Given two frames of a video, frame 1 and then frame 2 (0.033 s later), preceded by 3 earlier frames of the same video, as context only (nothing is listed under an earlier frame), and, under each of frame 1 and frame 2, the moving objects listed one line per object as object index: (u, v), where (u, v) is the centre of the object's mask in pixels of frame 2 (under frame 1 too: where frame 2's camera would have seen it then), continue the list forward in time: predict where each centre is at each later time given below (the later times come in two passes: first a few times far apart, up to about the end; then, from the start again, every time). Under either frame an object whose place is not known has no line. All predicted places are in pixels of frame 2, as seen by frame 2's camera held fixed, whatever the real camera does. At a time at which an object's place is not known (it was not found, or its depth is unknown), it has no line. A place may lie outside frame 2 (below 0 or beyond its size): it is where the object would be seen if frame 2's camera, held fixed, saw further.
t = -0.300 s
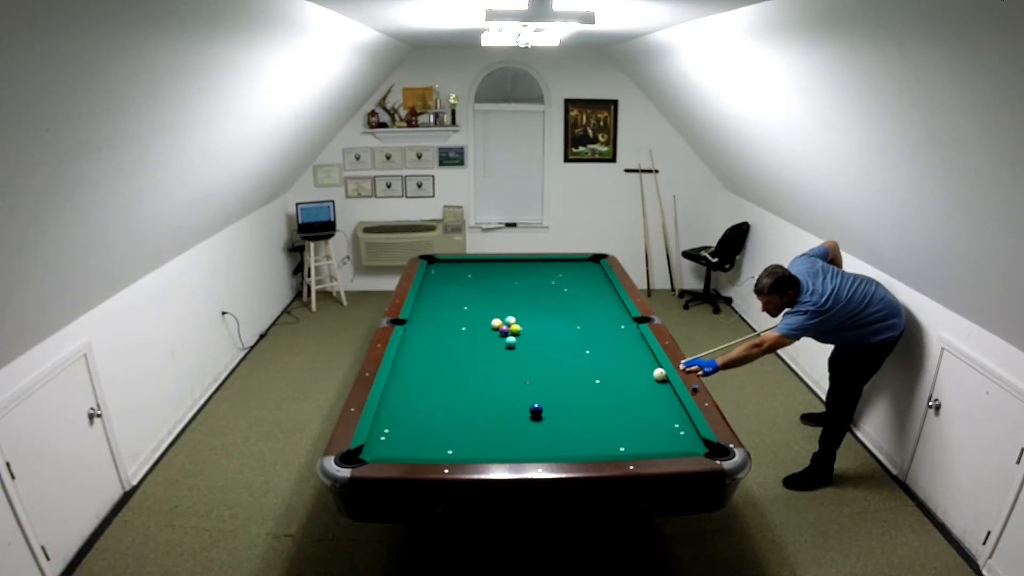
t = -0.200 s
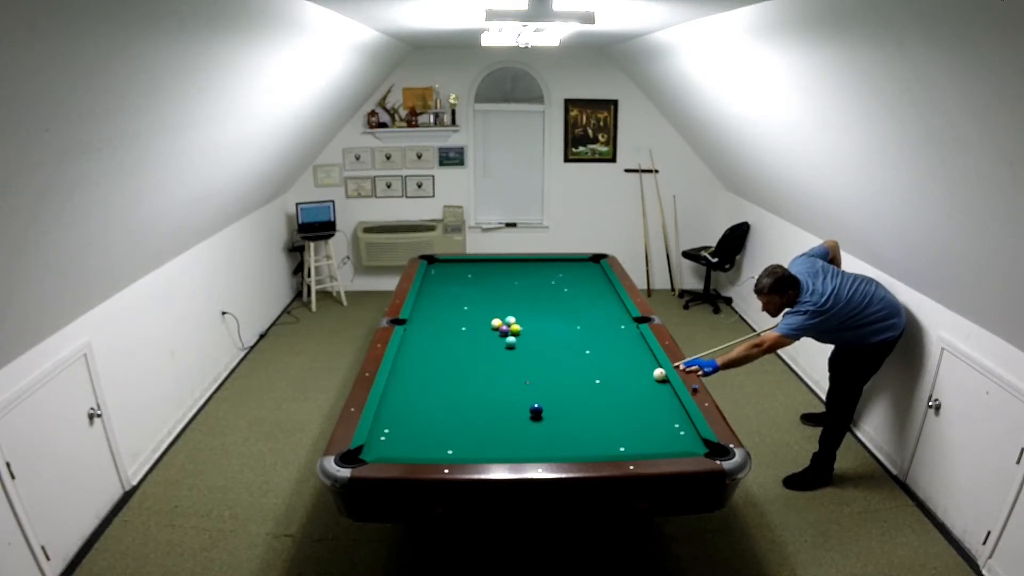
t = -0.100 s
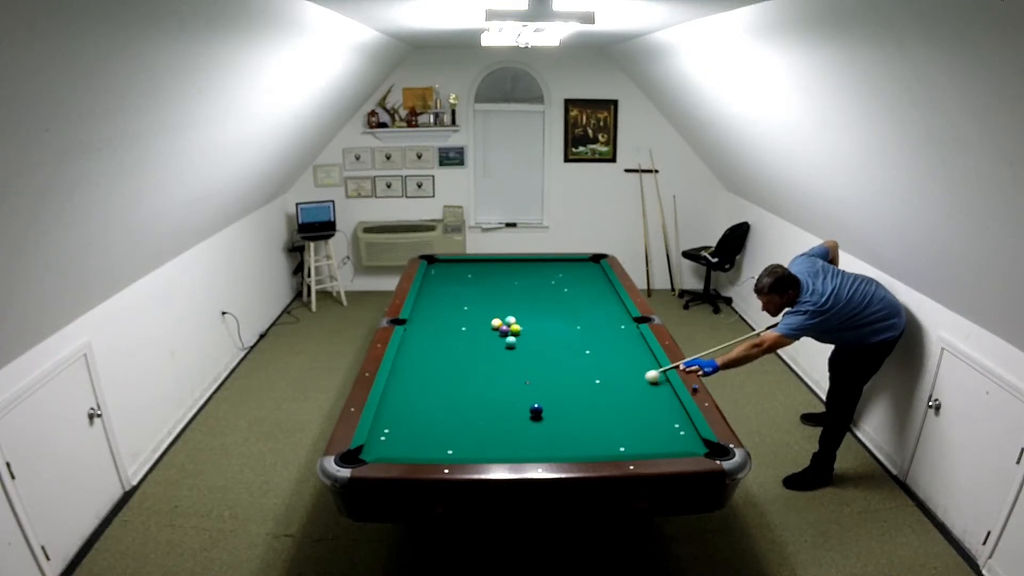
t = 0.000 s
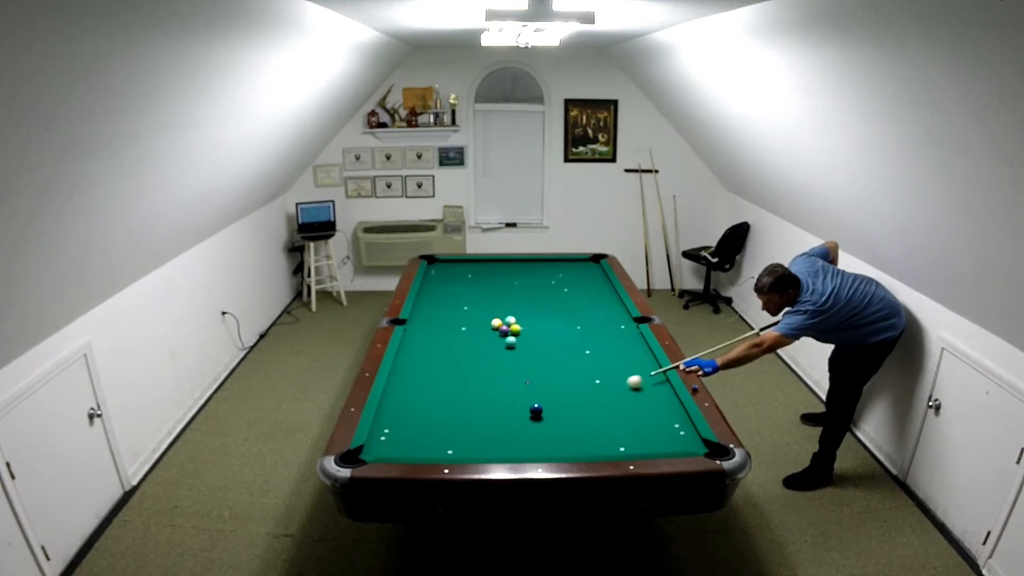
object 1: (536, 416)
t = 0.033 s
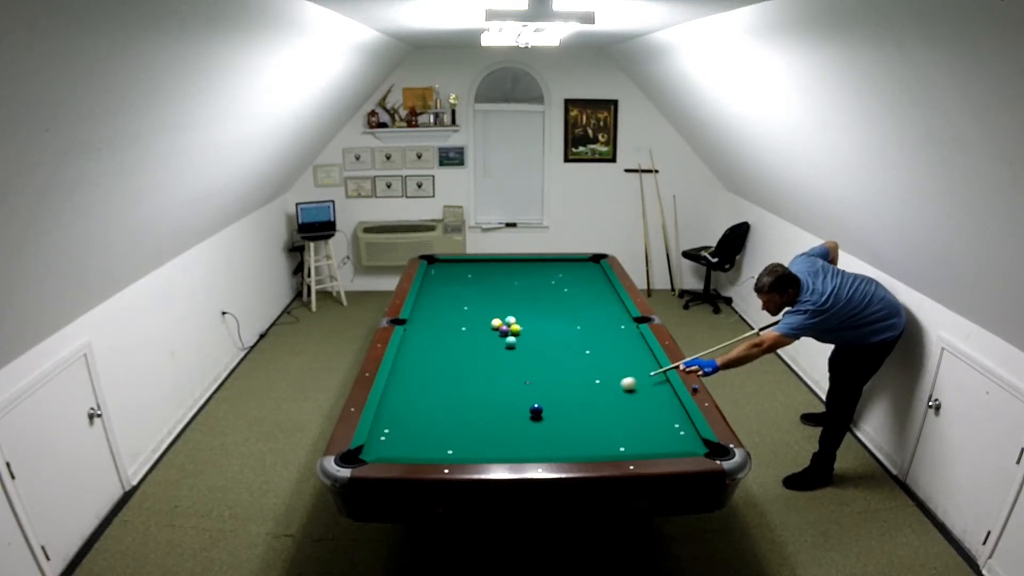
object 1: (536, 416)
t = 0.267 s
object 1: (536, 416)
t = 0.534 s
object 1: (518, 419)
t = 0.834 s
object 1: (475, 432)
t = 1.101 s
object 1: (436, 443)
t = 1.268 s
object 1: (412, 449)
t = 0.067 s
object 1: (536, 415)
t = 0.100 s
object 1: (536, 416)
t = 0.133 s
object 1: (536, 416)
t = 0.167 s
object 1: (536, 416)
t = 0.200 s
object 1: (537, 415)
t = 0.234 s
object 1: (536, 416)
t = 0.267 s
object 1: (536, 416)
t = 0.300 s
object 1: (536, 416)
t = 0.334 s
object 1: (536, 416)
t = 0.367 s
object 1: (536, 416)
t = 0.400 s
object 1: (536, 415)
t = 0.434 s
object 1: (536, 415)
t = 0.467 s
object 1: (530, 417)
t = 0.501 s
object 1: (524, 419)
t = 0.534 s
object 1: (518, 419)
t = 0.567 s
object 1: (513, 420)
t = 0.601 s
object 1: (508, 423)
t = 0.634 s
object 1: (504, 423)
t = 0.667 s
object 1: (499, 426)
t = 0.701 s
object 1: (494, 427)
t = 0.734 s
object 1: (490, 429)
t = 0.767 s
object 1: (485, 429)
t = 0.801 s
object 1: (480, 431)
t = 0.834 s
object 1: (475, 432)
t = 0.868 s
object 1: (470, 434)
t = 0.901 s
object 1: (465, 435)
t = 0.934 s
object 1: (460, 435)
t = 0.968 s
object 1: (455, 438)
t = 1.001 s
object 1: (451, 439)
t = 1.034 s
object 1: (446, 441)
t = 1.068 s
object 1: (441, 442)
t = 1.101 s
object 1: (436, 443)
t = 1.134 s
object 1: (431, 444)
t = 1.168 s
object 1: (426, 446)
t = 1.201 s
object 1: (421, 447)
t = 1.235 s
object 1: (417, 448)
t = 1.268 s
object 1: (412, 449)
